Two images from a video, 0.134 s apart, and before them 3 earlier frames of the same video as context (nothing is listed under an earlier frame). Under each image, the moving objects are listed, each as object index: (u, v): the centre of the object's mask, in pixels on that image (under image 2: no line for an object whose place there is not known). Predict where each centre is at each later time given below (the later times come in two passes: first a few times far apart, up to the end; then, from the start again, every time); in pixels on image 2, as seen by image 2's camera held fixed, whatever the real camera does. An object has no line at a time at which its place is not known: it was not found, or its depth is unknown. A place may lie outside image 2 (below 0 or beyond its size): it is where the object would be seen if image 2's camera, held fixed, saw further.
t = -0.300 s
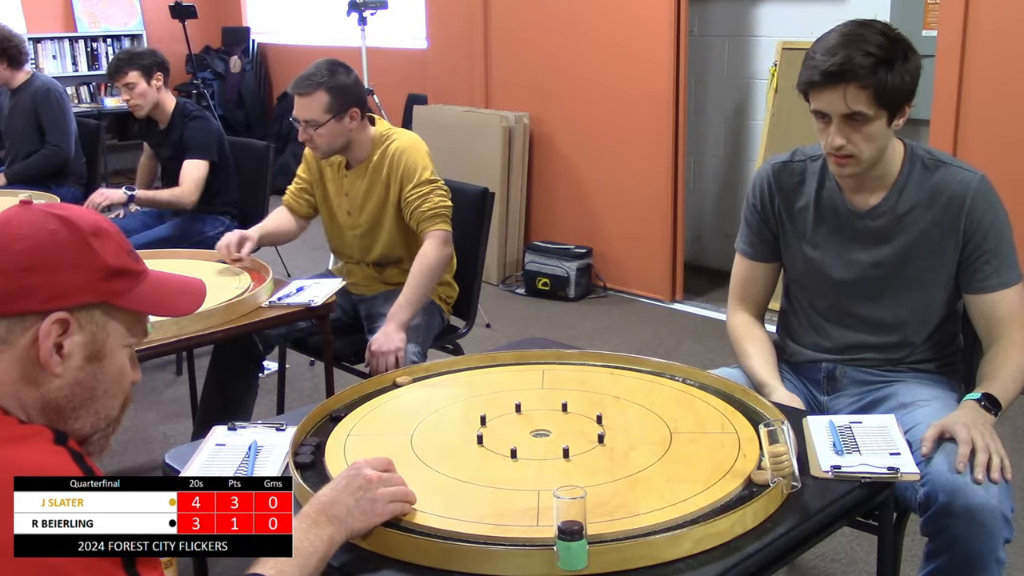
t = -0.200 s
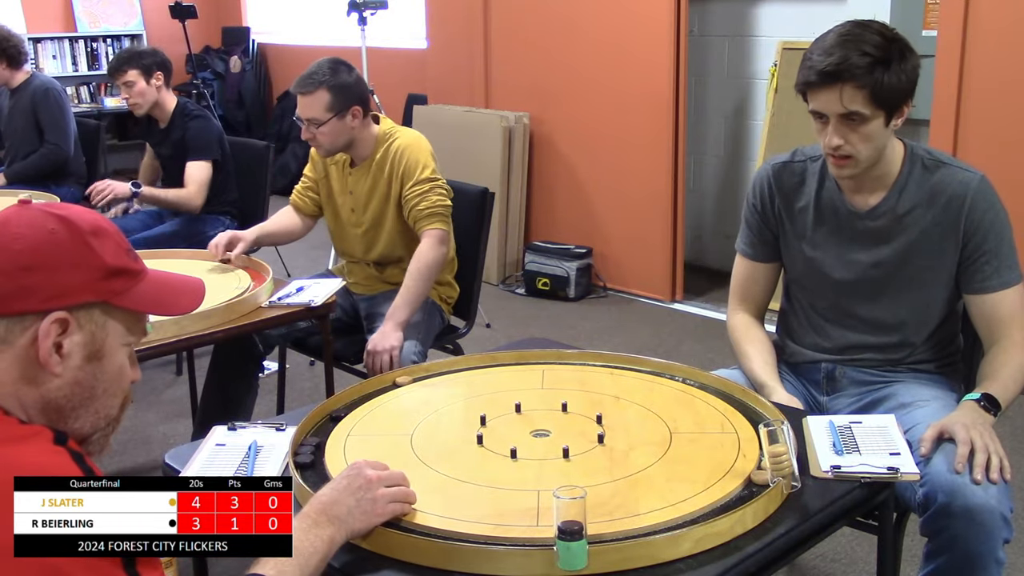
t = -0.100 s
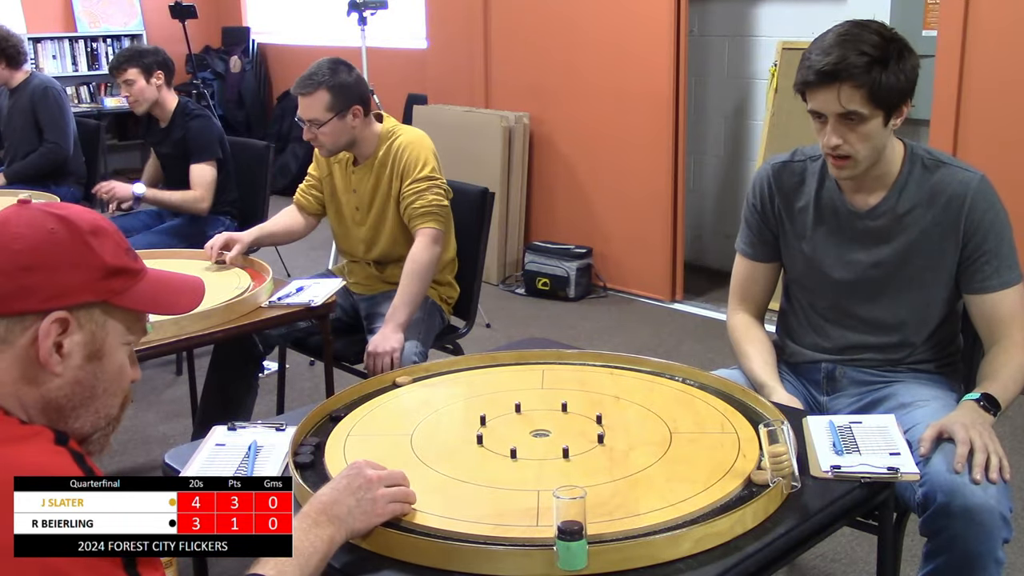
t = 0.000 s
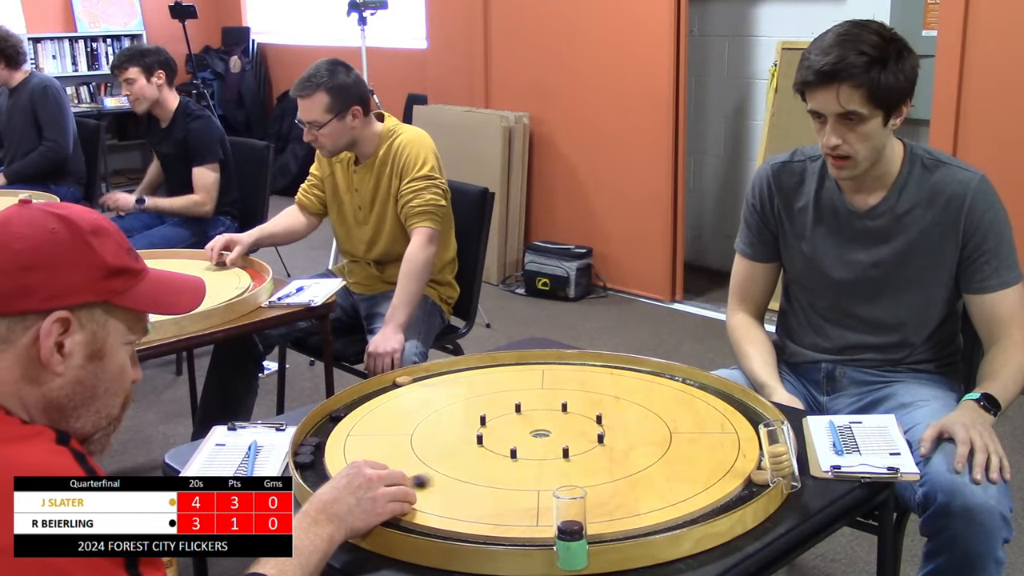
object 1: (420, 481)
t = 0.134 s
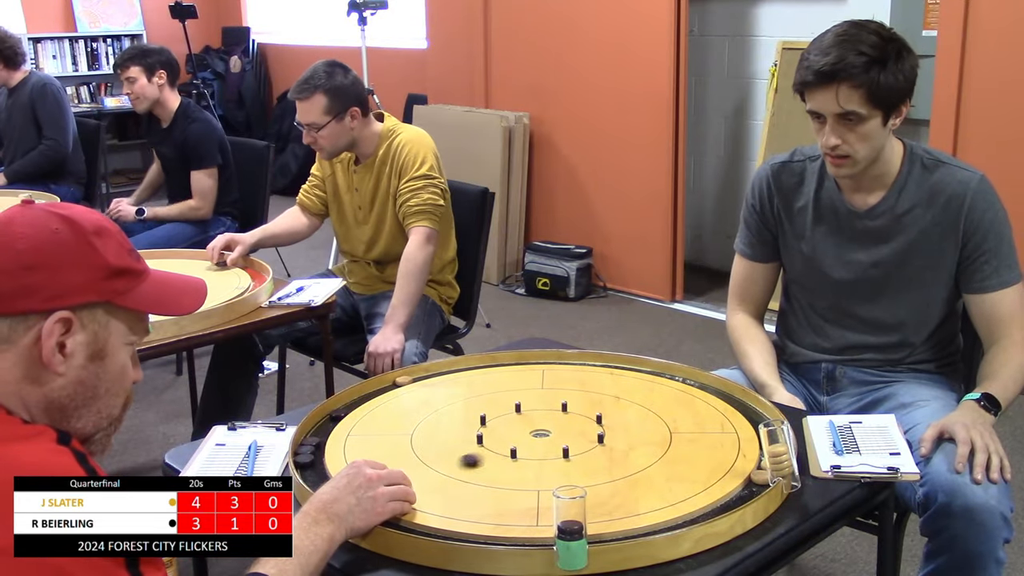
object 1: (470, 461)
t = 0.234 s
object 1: (498, 449)
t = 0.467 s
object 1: (535, 433)
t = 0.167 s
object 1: (480, 456)
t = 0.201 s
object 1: (490, 453)
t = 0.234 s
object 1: (498, 449)
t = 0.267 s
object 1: (505, 445)
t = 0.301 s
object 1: (513, 442)
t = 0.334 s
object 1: (518, 440)
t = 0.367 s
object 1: (524, 438)
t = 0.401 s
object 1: (528, 436)
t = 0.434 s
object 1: (532, 434)
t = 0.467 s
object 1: (535, 433)
